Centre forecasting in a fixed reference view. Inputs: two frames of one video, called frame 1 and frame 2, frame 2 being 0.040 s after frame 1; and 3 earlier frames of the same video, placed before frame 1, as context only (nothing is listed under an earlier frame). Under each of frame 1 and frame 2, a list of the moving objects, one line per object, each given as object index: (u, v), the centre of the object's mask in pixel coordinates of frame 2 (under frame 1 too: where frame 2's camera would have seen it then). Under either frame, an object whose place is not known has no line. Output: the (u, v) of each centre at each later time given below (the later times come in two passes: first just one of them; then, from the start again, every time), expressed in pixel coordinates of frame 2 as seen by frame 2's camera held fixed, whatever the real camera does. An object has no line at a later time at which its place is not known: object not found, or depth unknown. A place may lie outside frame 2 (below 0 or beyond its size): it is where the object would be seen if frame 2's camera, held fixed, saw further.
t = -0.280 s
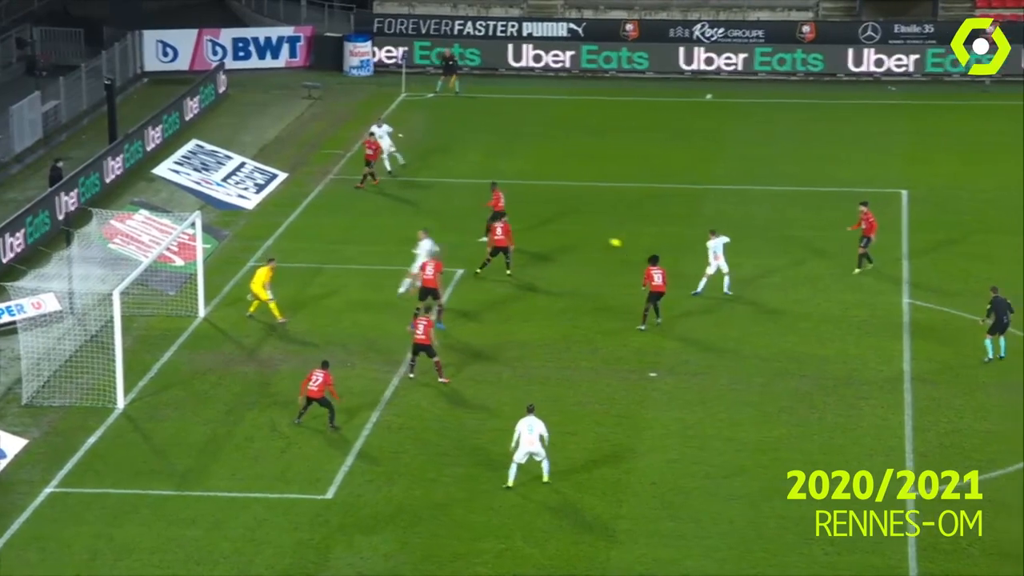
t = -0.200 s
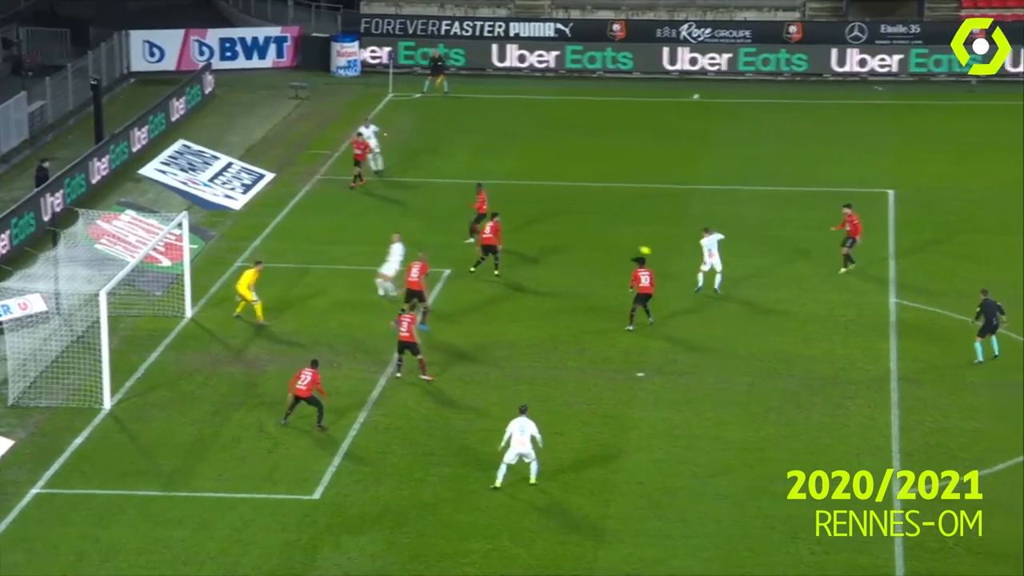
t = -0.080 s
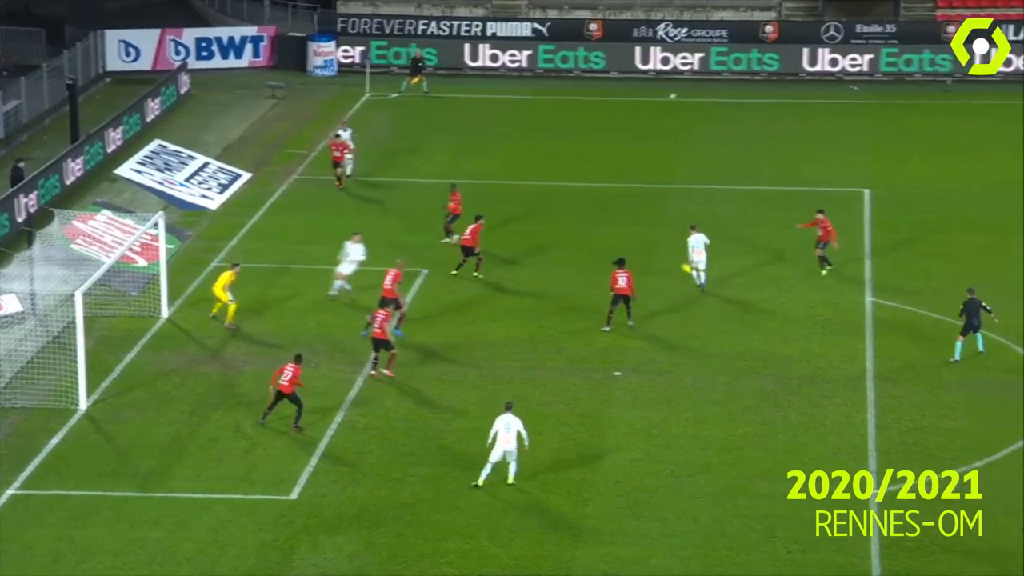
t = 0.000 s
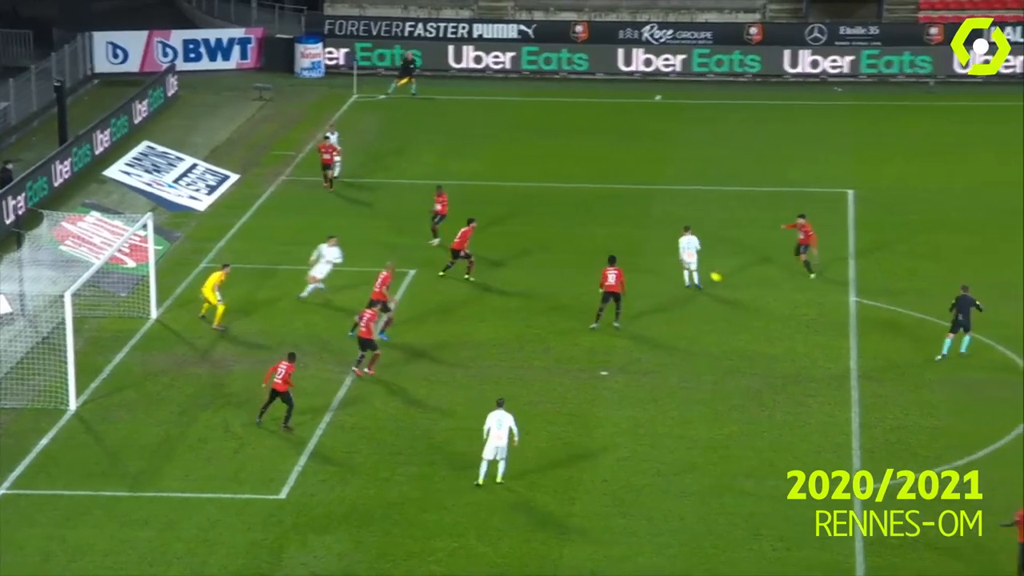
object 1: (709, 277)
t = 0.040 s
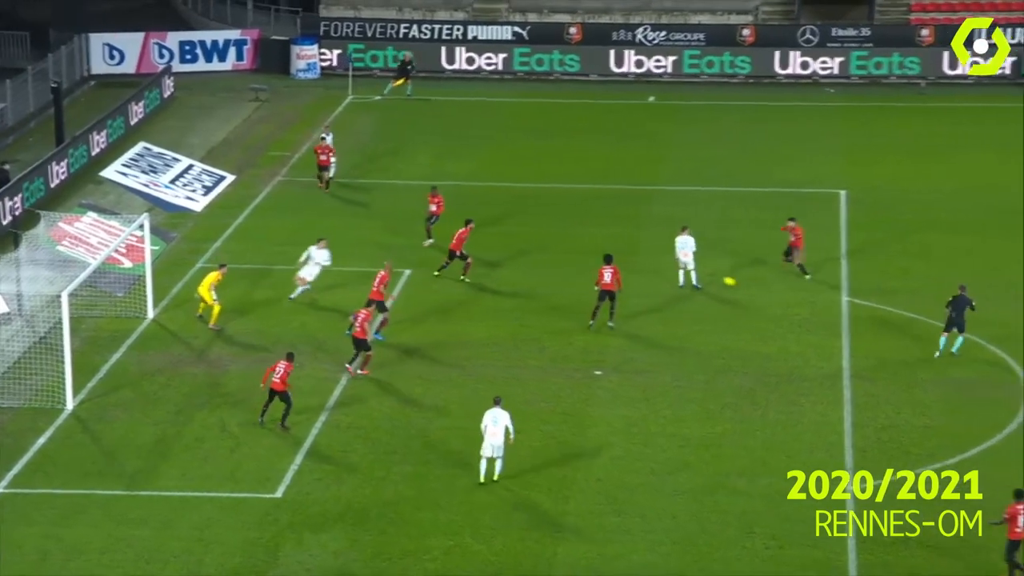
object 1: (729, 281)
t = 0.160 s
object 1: (790, 295)
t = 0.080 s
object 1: (750, 287)
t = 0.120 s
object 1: (771, 293)
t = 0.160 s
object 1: (790, 295)
